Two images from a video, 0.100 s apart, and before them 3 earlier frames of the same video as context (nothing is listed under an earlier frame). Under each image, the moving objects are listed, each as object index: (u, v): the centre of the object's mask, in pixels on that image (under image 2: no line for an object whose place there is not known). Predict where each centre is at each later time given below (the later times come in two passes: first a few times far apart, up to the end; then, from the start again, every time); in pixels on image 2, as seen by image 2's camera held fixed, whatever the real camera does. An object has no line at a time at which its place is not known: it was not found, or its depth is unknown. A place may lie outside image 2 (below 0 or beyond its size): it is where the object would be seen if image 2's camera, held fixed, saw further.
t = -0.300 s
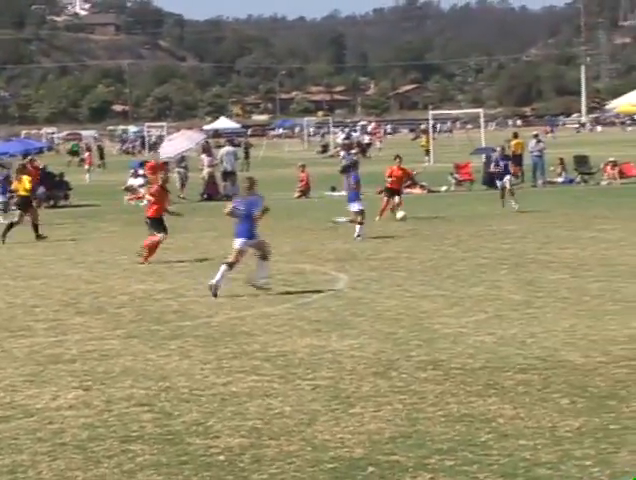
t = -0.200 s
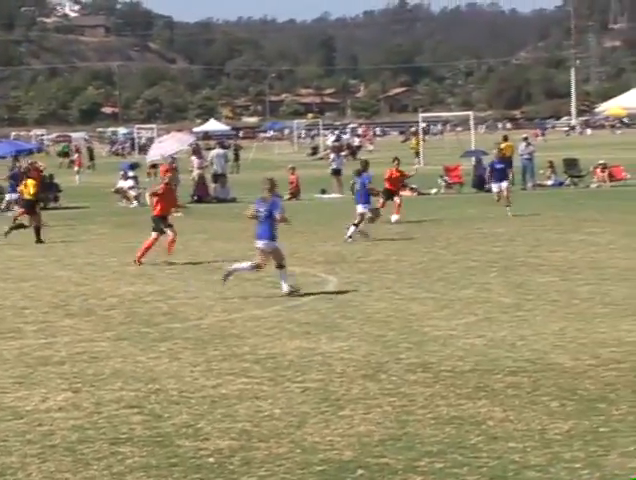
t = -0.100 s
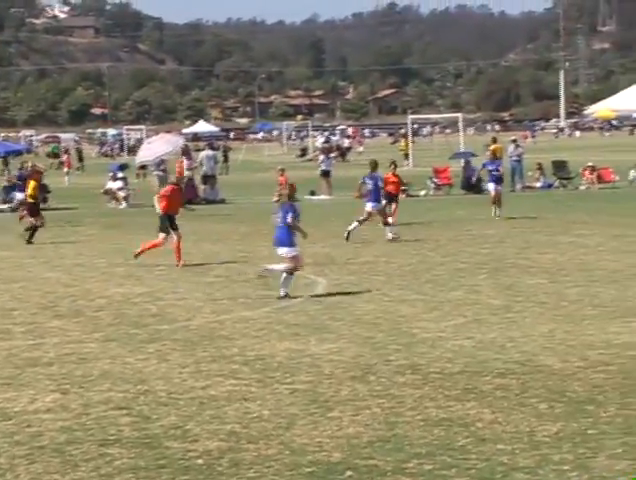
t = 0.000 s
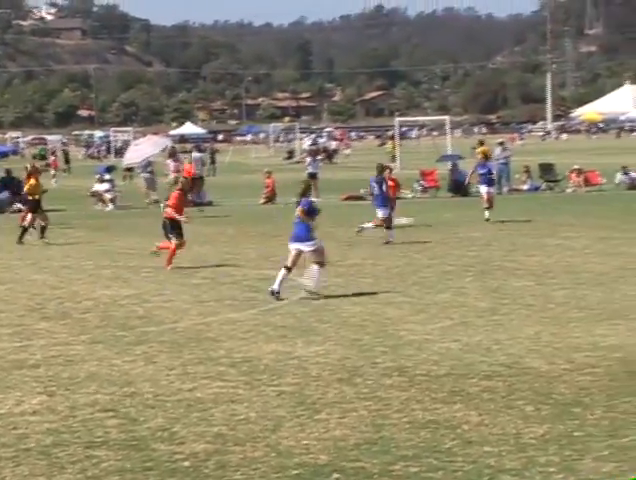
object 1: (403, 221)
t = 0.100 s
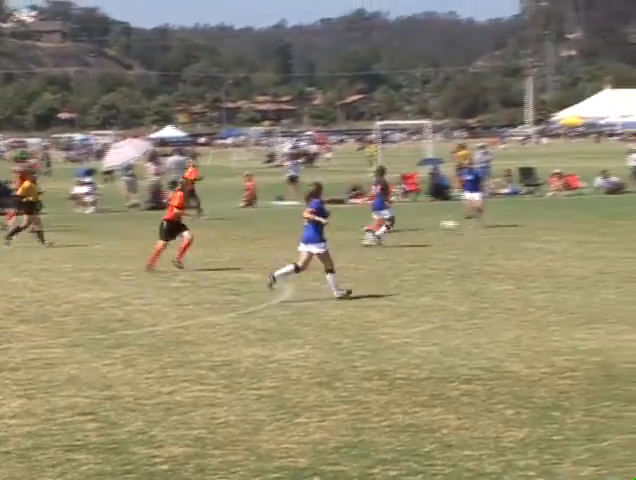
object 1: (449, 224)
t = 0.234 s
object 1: (540, 229)
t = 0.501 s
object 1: (716, 232)
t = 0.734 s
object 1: (867, 233)
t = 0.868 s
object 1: (948, 230)
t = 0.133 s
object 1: (472, 225)
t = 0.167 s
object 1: (494, 226)
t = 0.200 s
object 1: (517, 228)
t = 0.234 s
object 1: (540, 229)
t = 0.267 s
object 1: (560, 229)
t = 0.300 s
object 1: (582, 227)
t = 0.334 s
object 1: (604, 226)
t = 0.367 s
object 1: (626, 226)
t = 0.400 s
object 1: (649, 227)
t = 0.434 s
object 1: (671, 228)
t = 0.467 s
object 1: (692, 230)
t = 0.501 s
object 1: (716, 232)
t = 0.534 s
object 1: (737, 231)
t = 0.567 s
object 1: (759, 229)
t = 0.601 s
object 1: (781, 229)
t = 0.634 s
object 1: (802, 229)
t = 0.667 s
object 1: (824, 230)
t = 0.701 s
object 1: (846, 231)
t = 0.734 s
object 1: (867, 233)
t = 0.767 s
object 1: (887, 232)
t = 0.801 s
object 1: (907, 231)
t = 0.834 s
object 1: (927, 230)
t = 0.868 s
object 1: (948, 230)
